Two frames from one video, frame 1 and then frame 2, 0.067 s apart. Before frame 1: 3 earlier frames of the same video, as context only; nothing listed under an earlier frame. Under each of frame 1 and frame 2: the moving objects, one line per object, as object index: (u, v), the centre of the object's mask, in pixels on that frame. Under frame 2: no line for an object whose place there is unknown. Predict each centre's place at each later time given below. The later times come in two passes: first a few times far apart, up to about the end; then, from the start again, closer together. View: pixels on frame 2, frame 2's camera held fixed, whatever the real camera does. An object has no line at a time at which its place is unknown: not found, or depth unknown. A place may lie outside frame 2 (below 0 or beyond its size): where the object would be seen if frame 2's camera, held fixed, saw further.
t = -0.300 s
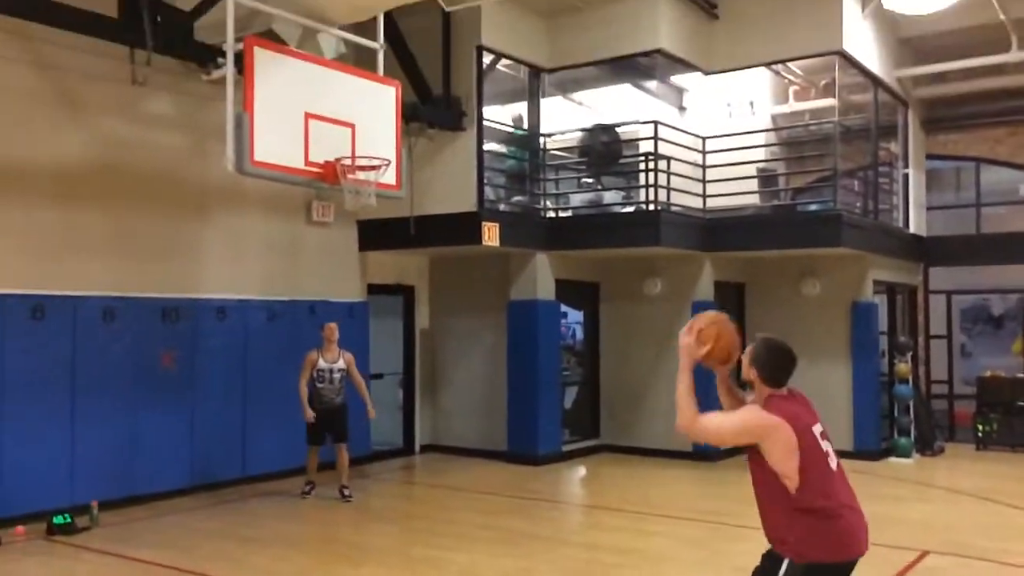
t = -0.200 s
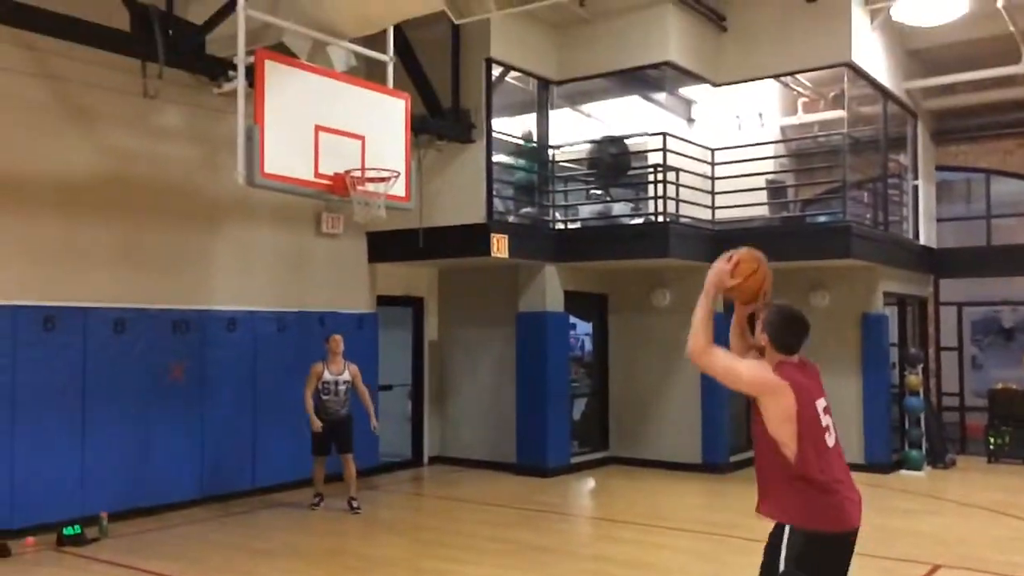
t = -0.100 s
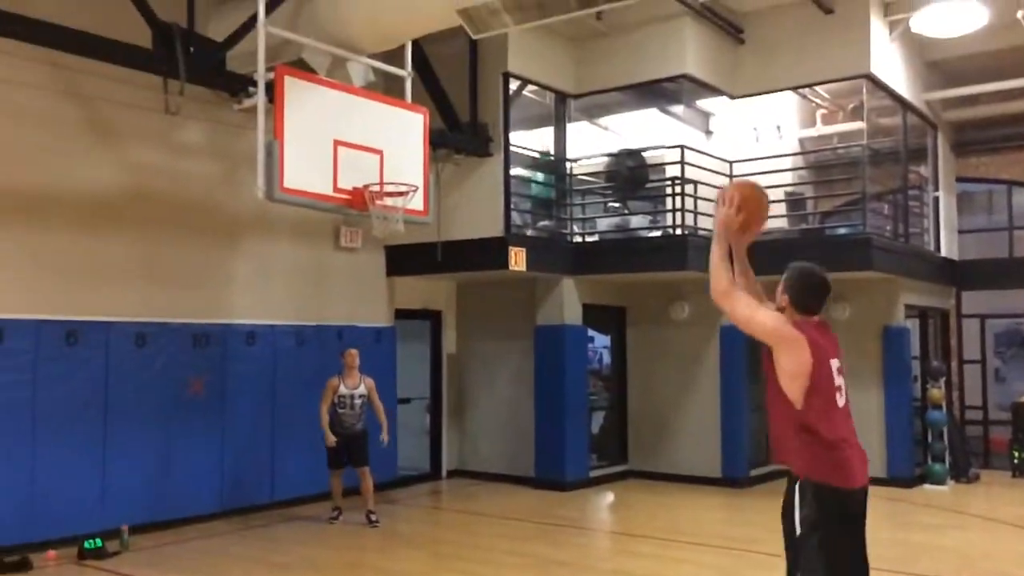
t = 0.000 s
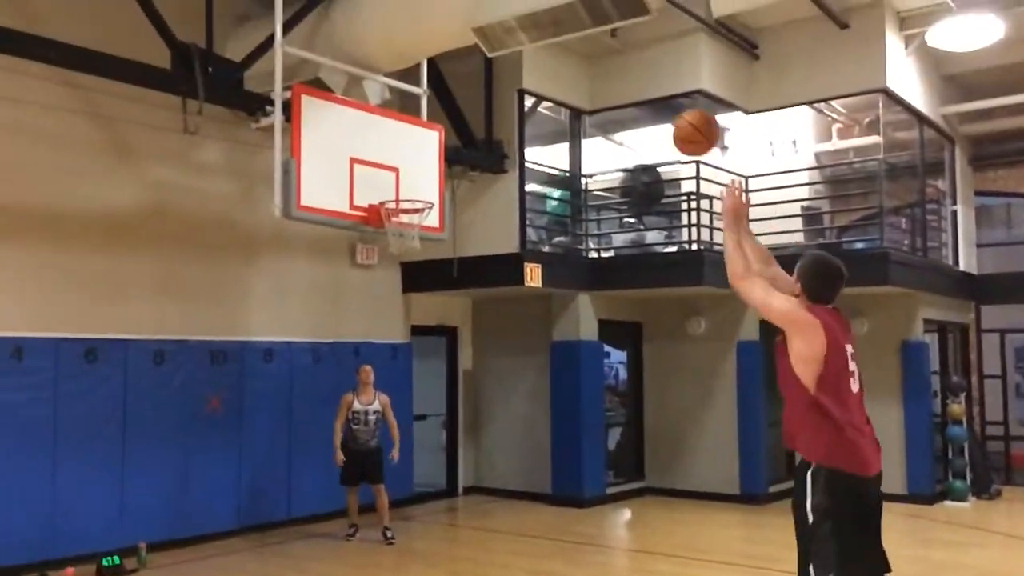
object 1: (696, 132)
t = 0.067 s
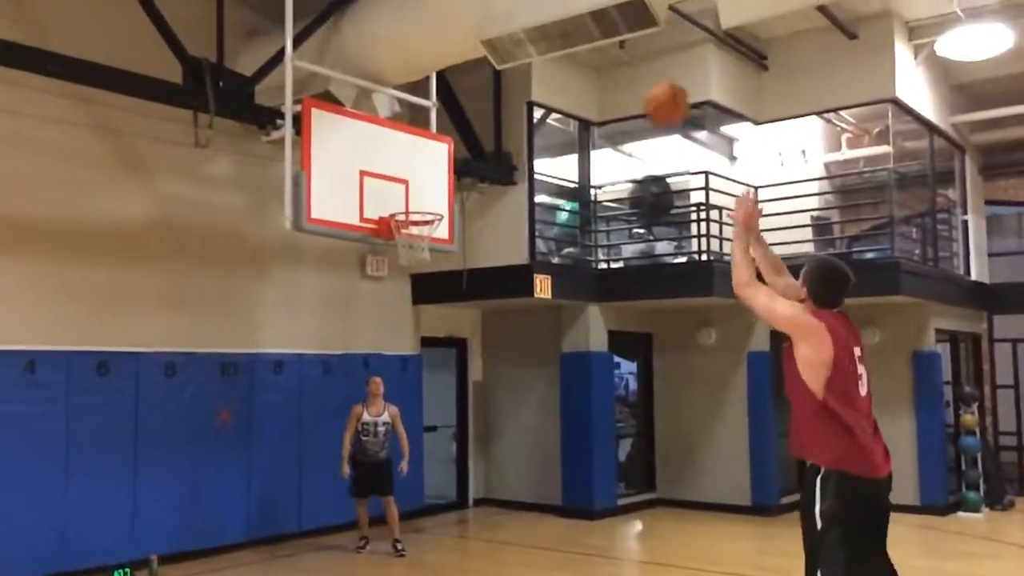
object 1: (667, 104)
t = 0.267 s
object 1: (574, 49)
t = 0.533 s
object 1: (494, 77)
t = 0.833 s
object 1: (428, 194)
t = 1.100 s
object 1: (416, 243)
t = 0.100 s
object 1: (648, 89)
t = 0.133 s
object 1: (631, 77)
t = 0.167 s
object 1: (616, 67)
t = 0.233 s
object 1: (587, 54)
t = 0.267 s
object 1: (574, 49)
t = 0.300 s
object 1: (562, 48)
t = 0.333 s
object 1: (551, 48)
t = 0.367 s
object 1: (540, 49)
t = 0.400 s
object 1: (529, 51)
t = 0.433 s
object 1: (521, 54)
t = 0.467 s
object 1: (509, 63)
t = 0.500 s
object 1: (499, 69)
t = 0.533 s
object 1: (494, 77)
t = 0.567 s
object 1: (486, 86)
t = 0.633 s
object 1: (469, 109)
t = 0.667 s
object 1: (462, 122)
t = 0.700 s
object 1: (457, 134)
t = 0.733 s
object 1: (447, 149)
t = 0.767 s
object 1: (441, 163)
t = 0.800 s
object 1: (434, 179)
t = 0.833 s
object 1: (428, 194)
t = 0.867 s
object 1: (419, 216)
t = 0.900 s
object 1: (412, 220)
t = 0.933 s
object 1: (402, 227)
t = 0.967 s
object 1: (401, 233)
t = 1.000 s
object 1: (404, 236)
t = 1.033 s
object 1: (406, 237)
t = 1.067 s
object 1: (410, 239)
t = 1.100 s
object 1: (416, 243)
